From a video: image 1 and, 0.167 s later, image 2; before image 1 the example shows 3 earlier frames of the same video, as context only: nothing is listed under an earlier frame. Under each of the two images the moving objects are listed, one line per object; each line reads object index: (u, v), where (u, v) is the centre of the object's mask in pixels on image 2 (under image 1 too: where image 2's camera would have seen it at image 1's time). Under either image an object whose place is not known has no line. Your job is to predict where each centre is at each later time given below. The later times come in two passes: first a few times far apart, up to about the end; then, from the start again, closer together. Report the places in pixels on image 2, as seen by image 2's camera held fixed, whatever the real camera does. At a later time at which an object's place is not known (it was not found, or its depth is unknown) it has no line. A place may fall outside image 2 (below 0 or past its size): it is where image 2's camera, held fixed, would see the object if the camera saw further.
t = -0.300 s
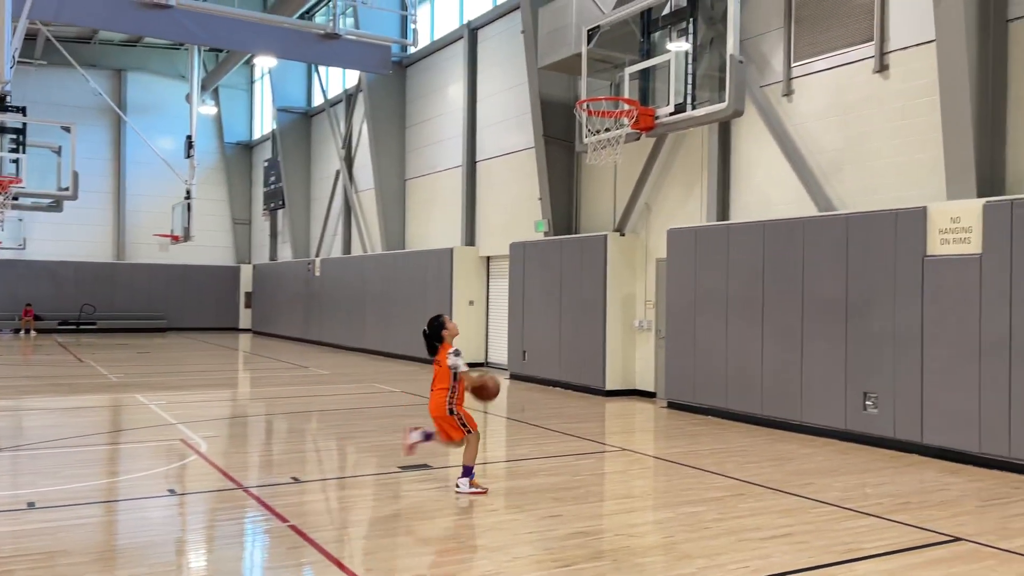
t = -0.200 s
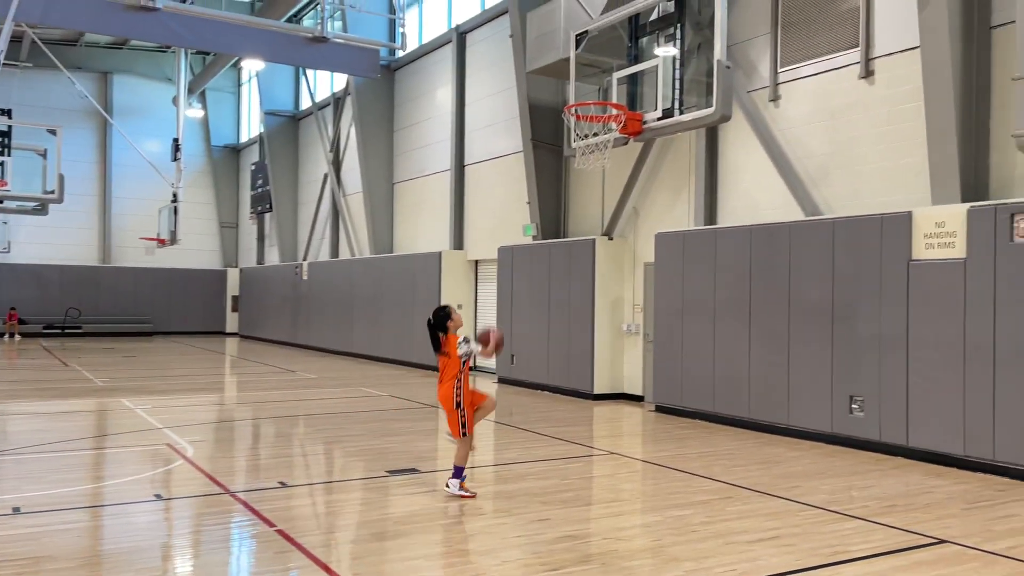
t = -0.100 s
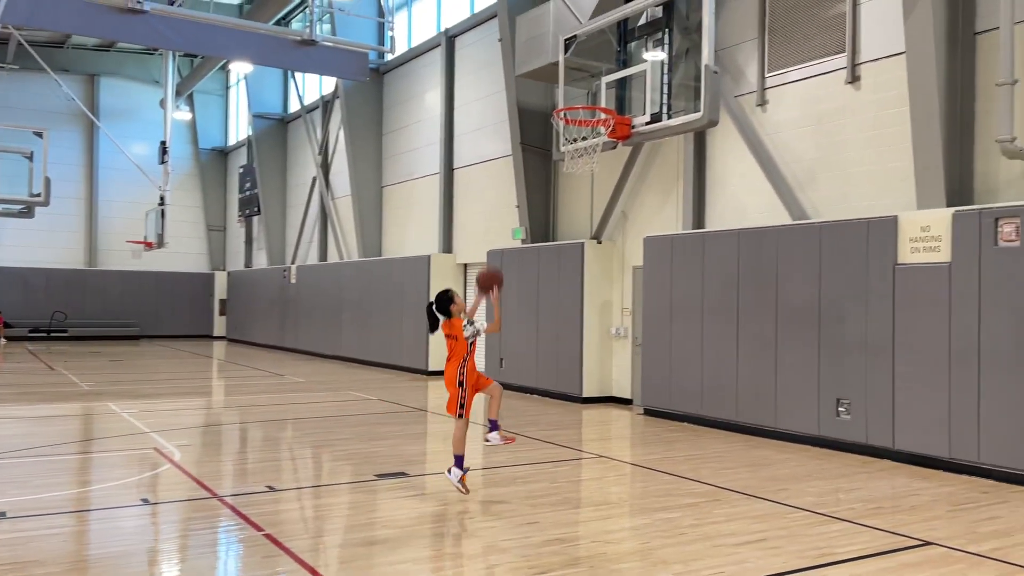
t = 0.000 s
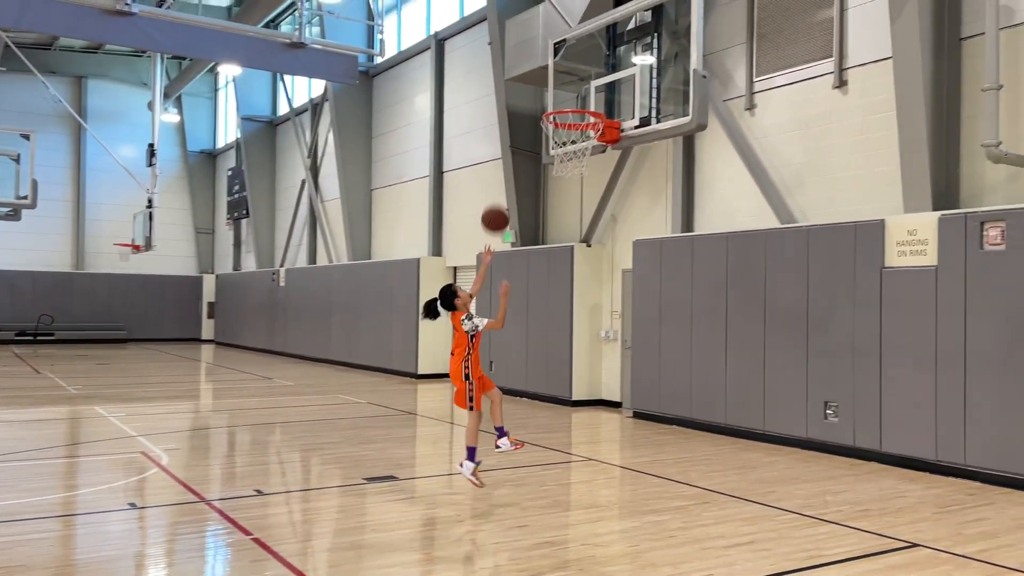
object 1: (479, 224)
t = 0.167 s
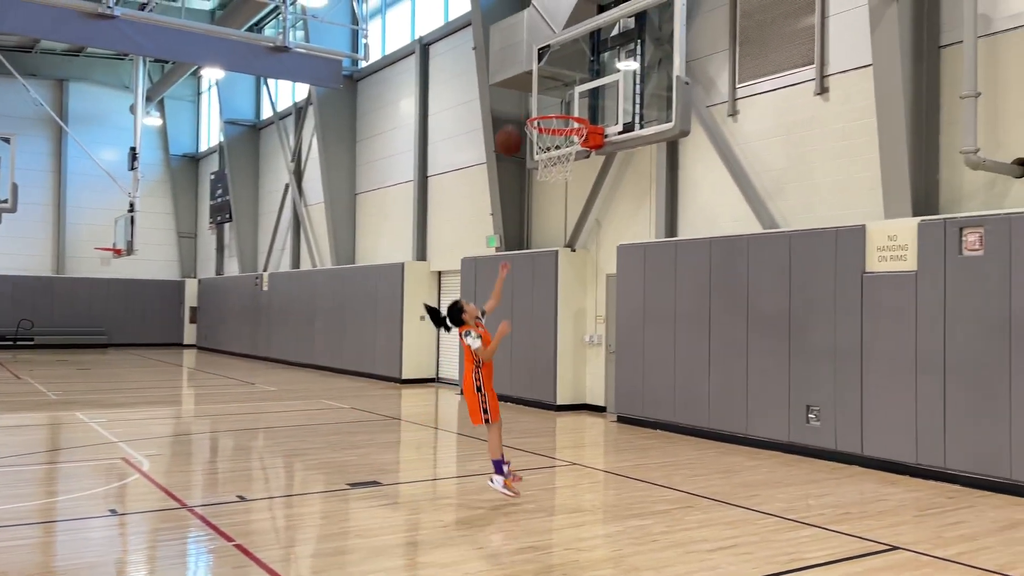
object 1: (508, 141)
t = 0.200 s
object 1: (513, 129)
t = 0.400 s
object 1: (551, 77)
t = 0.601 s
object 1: (588, 73)
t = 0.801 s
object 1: (617, 113)
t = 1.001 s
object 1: (622, 188)
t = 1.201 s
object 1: (632, 328)
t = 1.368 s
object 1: (639, 500)
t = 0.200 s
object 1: (513, 129)
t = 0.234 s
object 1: (520, 116)
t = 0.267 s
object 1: (527, 106)
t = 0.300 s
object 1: (534, 97)
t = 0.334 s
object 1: (540, 89)
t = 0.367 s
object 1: (546, 82)
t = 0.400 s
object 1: (551, 77)
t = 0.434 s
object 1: (557, 73)
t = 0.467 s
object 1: (563, 70)
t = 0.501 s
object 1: (569, 69)
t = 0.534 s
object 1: (575, 69)
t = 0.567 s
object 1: (581, 70)
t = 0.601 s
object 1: (588, 73)
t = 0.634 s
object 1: (594, 77)
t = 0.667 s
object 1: (600, 83)
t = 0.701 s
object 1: (607, 91)
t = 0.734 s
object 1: (613, 99)
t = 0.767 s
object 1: (616, 106)
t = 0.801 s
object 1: (617, 113)
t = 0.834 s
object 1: (618, 121)
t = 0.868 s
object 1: (619, 132)
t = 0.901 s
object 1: (621, 143)
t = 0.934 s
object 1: (621, 157)
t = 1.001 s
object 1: (622, 188)
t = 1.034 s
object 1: (624, 207)
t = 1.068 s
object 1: (625, 227)
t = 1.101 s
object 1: (627, 250)
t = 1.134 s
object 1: (629, 274)
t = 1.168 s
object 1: (630, 300)
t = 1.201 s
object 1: (632, 328)
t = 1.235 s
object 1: (633, 358)
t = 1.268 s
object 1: (635, 391)
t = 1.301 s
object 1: (637, 424)
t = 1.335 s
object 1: (638, 458)
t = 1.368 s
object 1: (639, 500)
